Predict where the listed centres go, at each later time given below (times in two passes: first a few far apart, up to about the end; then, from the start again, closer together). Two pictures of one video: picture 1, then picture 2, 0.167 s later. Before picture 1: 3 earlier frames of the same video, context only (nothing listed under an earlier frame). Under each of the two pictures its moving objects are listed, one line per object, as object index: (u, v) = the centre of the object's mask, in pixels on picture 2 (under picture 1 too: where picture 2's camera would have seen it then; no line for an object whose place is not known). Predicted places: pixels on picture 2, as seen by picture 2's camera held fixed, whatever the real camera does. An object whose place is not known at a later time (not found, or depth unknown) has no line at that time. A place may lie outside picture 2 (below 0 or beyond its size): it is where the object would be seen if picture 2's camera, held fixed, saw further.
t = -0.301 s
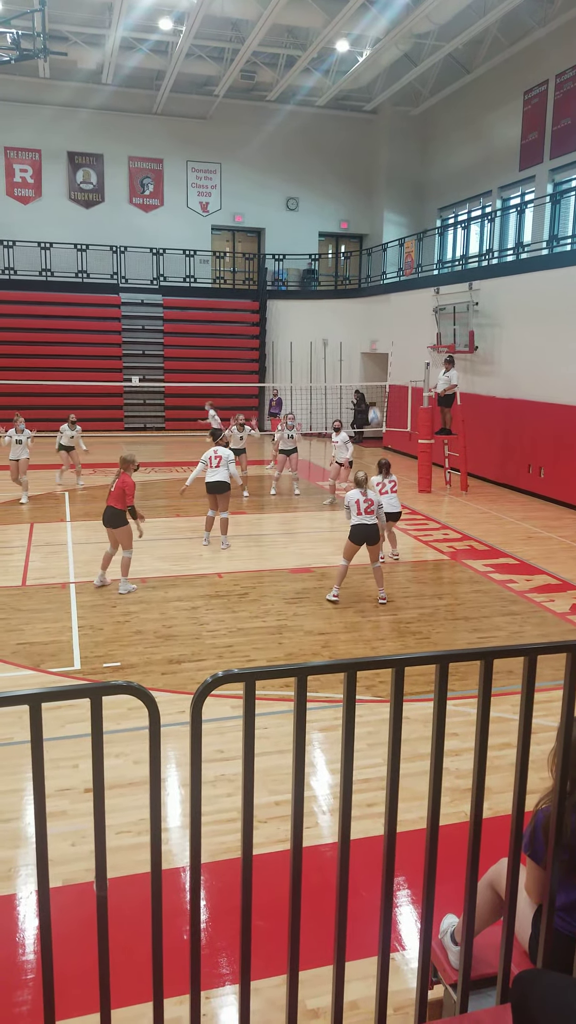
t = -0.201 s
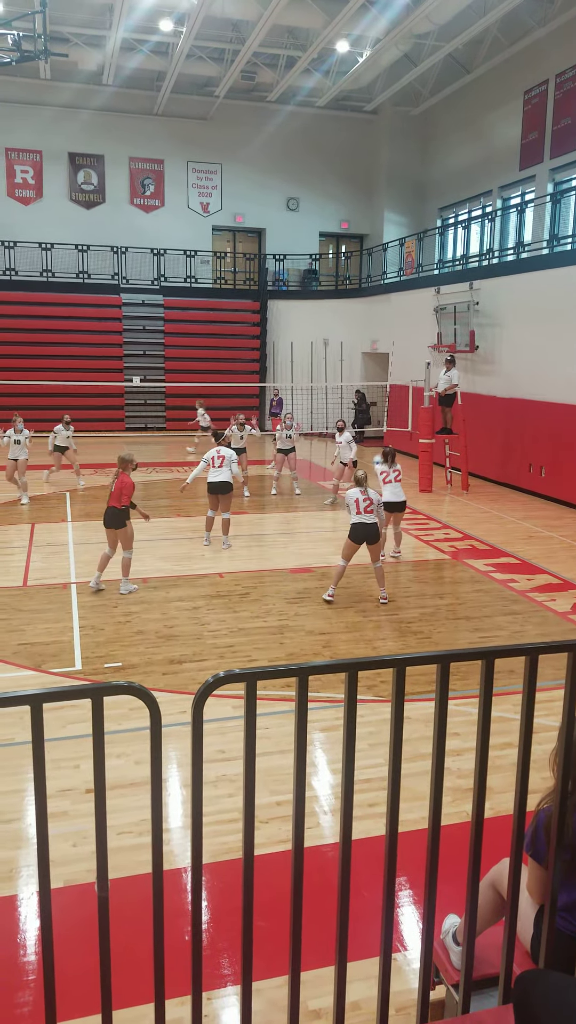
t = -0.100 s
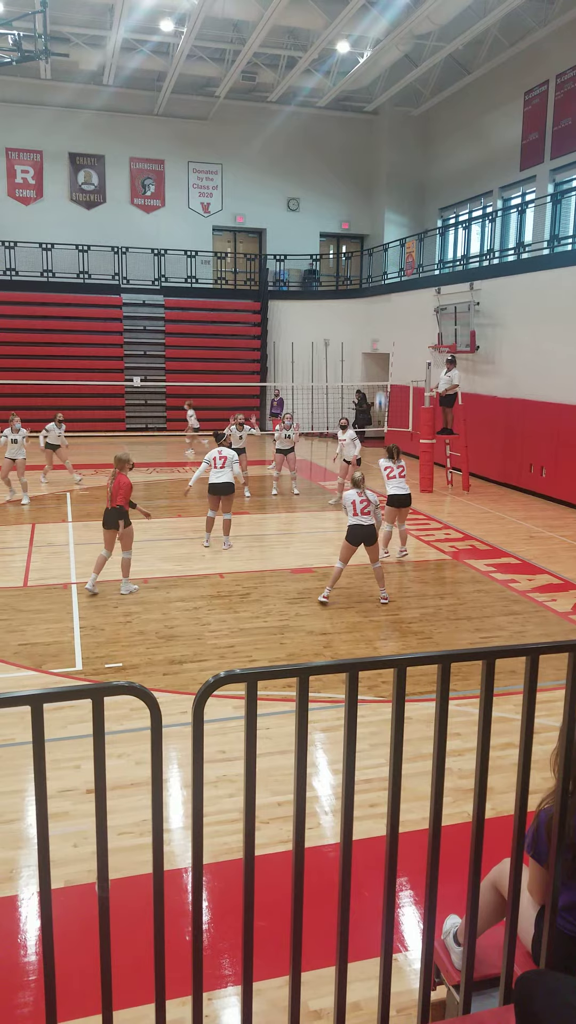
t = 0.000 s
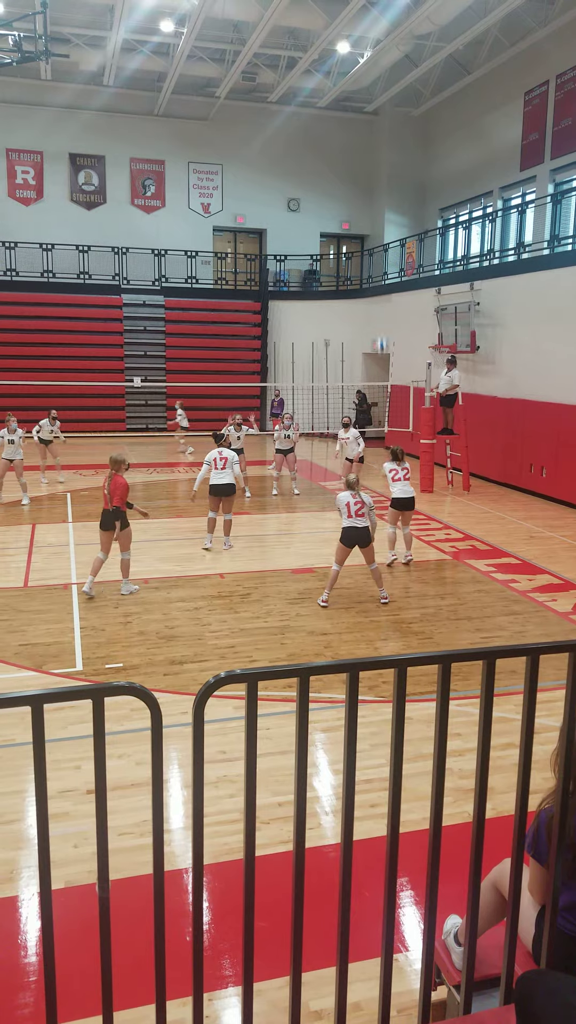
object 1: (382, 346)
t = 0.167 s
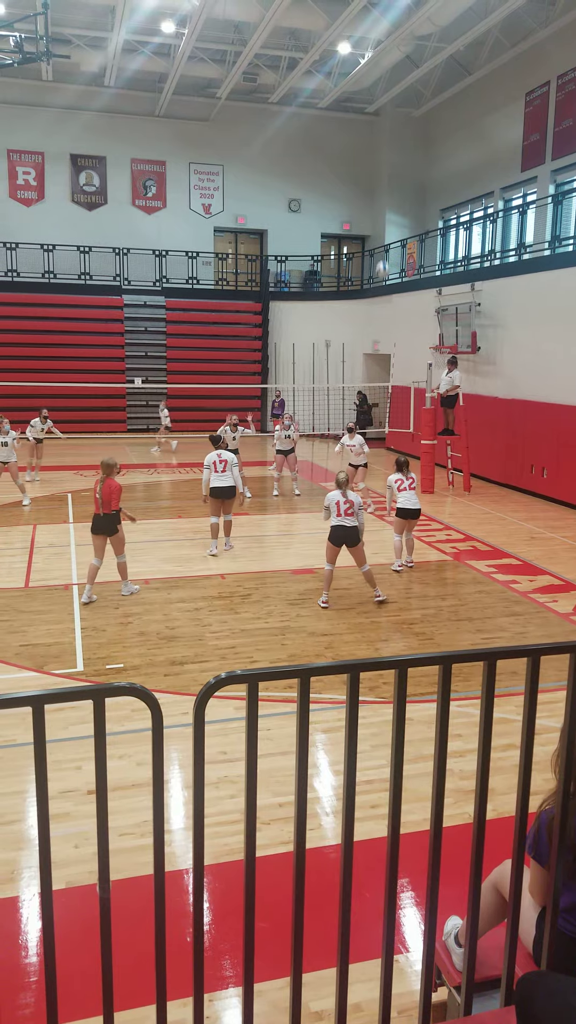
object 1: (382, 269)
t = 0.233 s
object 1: (381, 245)
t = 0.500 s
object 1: (378, 183)
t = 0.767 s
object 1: (373, 175)
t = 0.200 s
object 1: (382, 256)
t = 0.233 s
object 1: (381, 245)
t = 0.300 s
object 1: (381, 225)
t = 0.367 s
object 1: (380, 208)
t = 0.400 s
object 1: (380, 200)
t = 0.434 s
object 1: (379, 193)
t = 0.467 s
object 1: (379, 187)
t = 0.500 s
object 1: (378, 183)
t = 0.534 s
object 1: (377, 179)
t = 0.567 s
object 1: (377, 176)
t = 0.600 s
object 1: (376, 174)
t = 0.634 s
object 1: (375, 173)
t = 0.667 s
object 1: (375, 173)
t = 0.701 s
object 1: (374, 173)
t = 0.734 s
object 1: (373, 174)
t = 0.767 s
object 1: (373, 175)
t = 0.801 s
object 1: (372, 177)
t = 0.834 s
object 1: (371, 180)
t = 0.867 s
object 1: (370, 184)
